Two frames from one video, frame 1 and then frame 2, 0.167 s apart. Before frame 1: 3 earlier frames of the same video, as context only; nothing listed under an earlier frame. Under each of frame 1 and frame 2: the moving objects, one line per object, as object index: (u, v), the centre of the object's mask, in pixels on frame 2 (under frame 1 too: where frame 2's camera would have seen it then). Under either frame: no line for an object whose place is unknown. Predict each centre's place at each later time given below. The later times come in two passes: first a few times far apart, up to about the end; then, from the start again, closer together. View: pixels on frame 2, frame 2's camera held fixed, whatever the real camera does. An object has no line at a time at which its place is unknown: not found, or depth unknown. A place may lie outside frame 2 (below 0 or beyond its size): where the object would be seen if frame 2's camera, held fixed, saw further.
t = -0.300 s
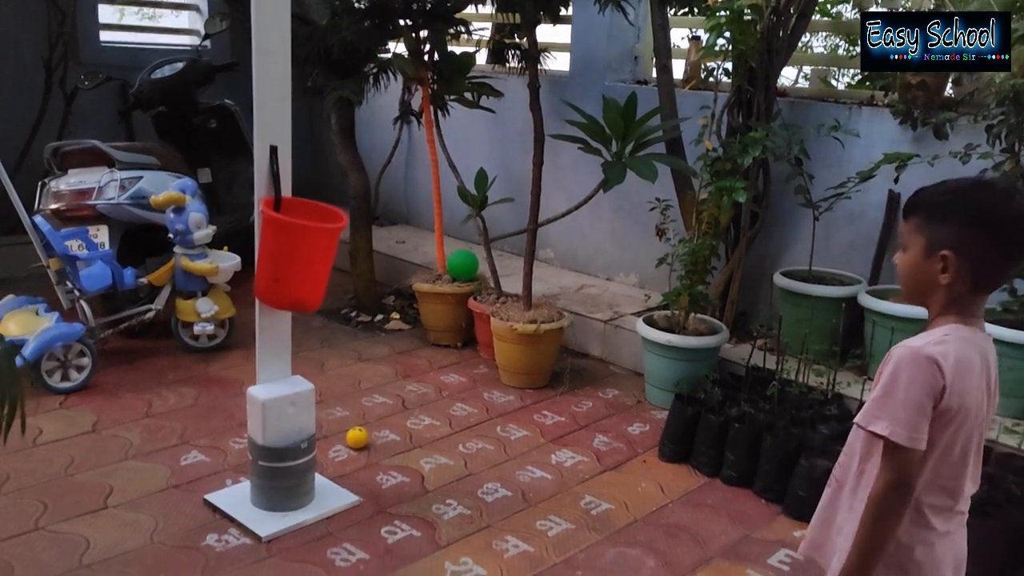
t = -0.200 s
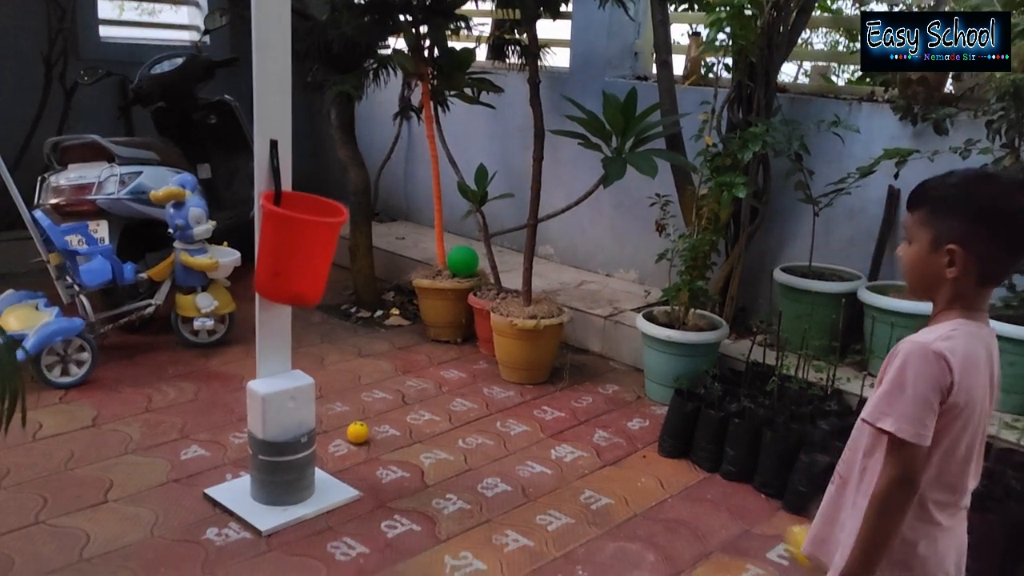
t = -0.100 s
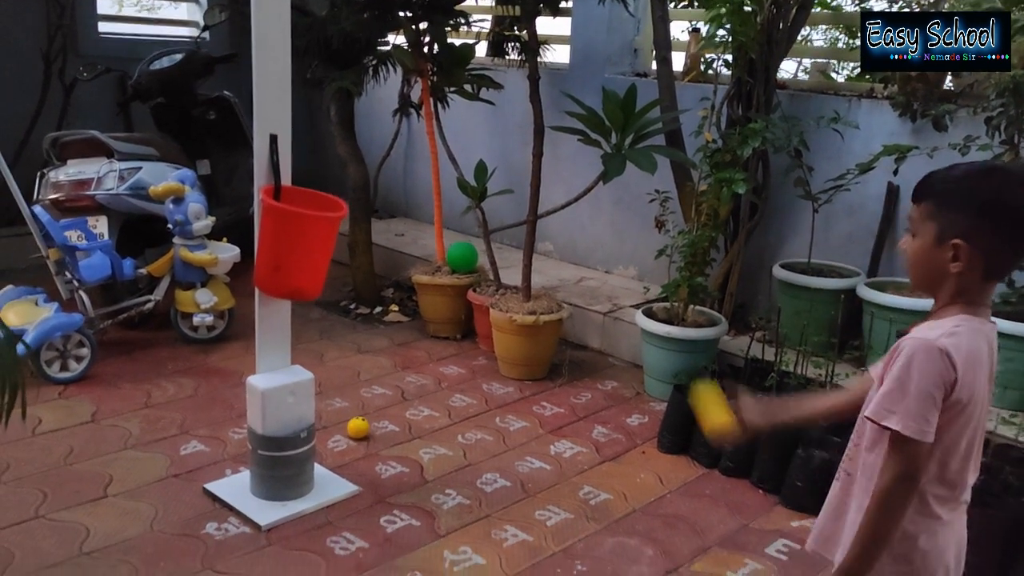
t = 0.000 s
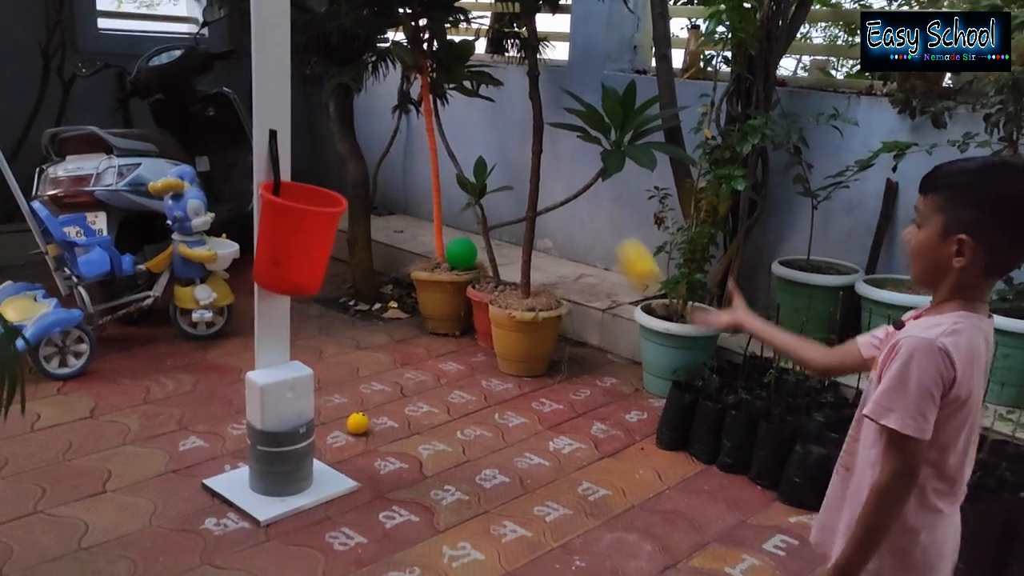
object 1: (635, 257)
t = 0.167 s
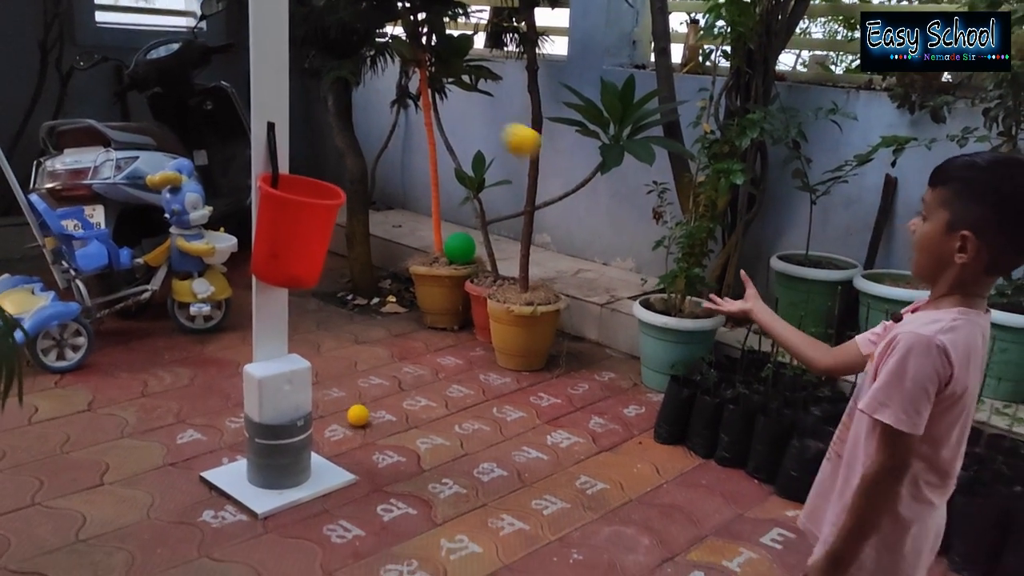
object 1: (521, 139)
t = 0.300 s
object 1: (439, 141)
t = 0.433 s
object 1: (369, 209)
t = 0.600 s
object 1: (306, 350)
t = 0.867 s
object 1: (244, 285)
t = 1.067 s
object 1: (219, 262)
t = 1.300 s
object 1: (193, 368)
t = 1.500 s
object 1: (203, 294)
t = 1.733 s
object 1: (226, 319)
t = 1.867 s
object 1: (246, 324)
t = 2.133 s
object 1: (308, 328)
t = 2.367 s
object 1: (351, 332)
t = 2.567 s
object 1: (389, 336)
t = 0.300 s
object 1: (439, 141)
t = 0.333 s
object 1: (420, 151)
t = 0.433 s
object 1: (369, 209)
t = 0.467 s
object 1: (354, 235)
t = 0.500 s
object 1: (340, 263)
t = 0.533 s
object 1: (326, 294)
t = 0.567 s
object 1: (315, 323)
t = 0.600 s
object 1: (306, 350)
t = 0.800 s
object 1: (250, 317)
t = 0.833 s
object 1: (247, 300)
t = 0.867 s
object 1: (244, 285)
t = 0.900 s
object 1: (241, 273)
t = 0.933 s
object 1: (238, 266)
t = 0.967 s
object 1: (233, 260)
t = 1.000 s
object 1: (227, 258)
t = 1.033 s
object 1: (223, 259)
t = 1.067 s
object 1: (219, 262)
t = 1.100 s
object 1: (215, 268)
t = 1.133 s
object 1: (211, 278)
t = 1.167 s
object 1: (206, 291)
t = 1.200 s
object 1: (202, 307)
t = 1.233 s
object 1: (199, 325)
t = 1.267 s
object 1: (195, 345)
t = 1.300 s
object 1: (193, 368)
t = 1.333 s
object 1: (193, 353)
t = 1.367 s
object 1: (195, 336)
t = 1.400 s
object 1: (196, 322)
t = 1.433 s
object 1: (199, 310)
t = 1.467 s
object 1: (200, 300)
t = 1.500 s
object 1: (203, 294)
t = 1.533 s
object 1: (205, 292)
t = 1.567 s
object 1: (207, 291)
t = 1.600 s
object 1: (209, 292)
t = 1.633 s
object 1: (212, 297)
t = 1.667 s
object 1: (214, 304)
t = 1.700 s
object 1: (219, 312)
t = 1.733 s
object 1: (226, 319)
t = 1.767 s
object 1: (233, 330)
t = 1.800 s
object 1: (240, 337)
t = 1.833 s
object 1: (244, 329)
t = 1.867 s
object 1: (246, 324)
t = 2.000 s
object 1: (287, 326)
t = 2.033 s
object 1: (290, 332)
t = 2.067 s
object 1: (296, 338)
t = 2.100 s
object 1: (302, 331)
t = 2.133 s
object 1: (308, 328)
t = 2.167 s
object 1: (314, 326)
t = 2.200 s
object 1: (320, 328)
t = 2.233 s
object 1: (327, 331)
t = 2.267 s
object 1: (334, 337)
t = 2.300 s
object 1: (340, 335)
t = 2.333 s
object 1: (345, 332)
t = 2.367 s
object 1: (351, 332)
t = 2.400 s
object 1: (358, 335)
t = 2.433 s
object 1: (364, 336)
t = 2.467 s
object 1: (371, 335)
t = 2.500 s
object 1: (377, 336)
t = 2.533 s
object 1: (384, 336)
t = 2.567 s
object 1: (389, 336)
